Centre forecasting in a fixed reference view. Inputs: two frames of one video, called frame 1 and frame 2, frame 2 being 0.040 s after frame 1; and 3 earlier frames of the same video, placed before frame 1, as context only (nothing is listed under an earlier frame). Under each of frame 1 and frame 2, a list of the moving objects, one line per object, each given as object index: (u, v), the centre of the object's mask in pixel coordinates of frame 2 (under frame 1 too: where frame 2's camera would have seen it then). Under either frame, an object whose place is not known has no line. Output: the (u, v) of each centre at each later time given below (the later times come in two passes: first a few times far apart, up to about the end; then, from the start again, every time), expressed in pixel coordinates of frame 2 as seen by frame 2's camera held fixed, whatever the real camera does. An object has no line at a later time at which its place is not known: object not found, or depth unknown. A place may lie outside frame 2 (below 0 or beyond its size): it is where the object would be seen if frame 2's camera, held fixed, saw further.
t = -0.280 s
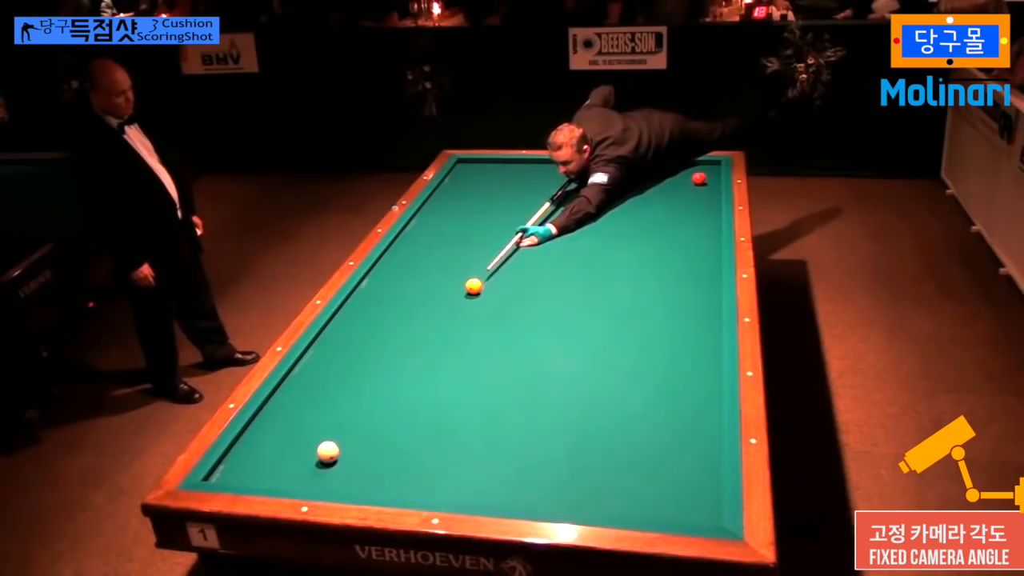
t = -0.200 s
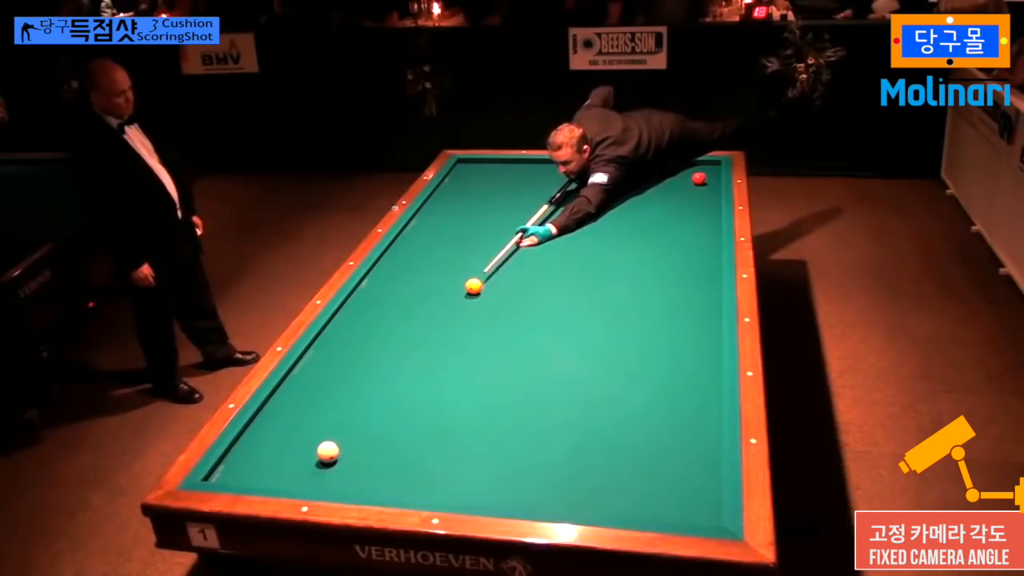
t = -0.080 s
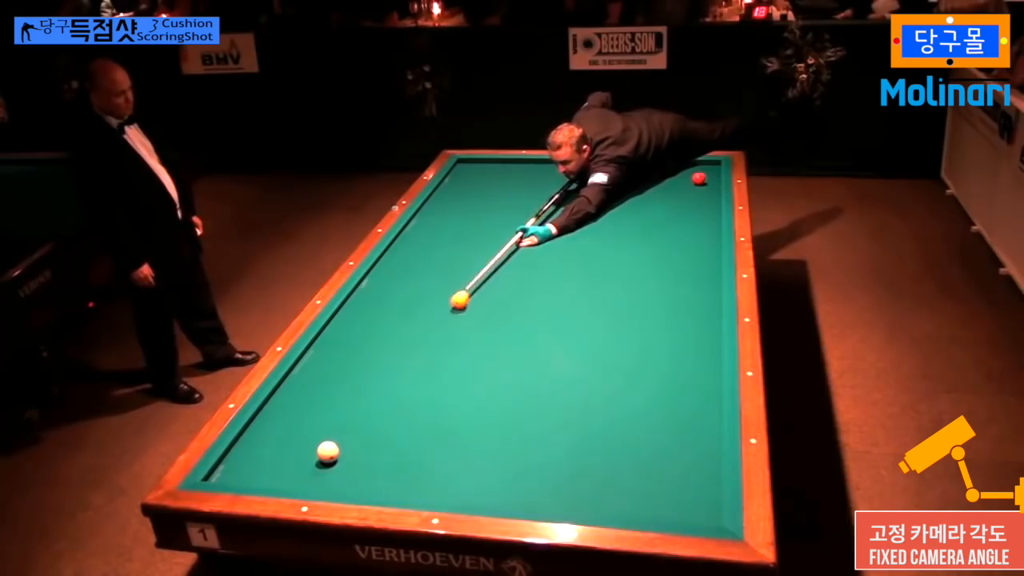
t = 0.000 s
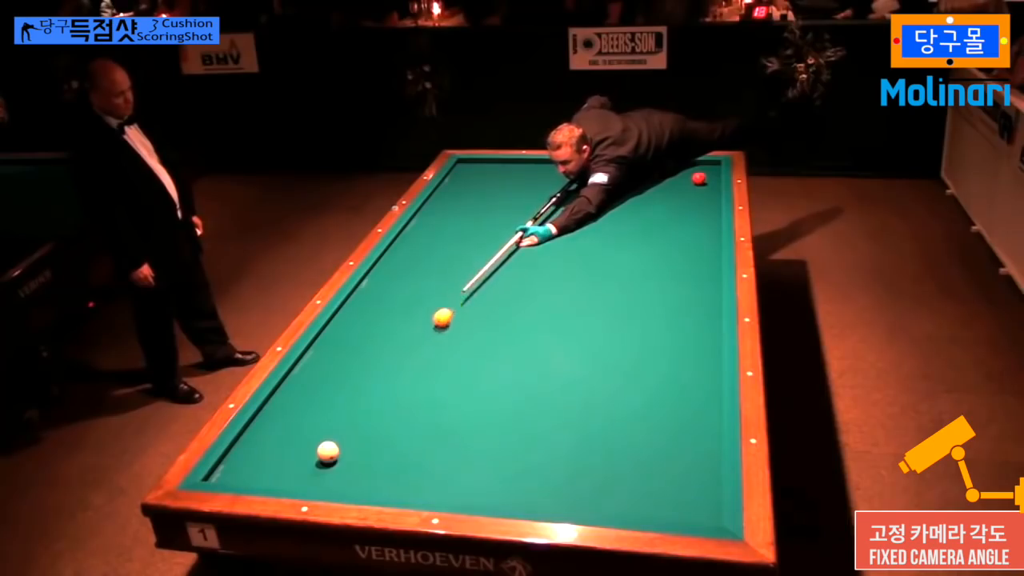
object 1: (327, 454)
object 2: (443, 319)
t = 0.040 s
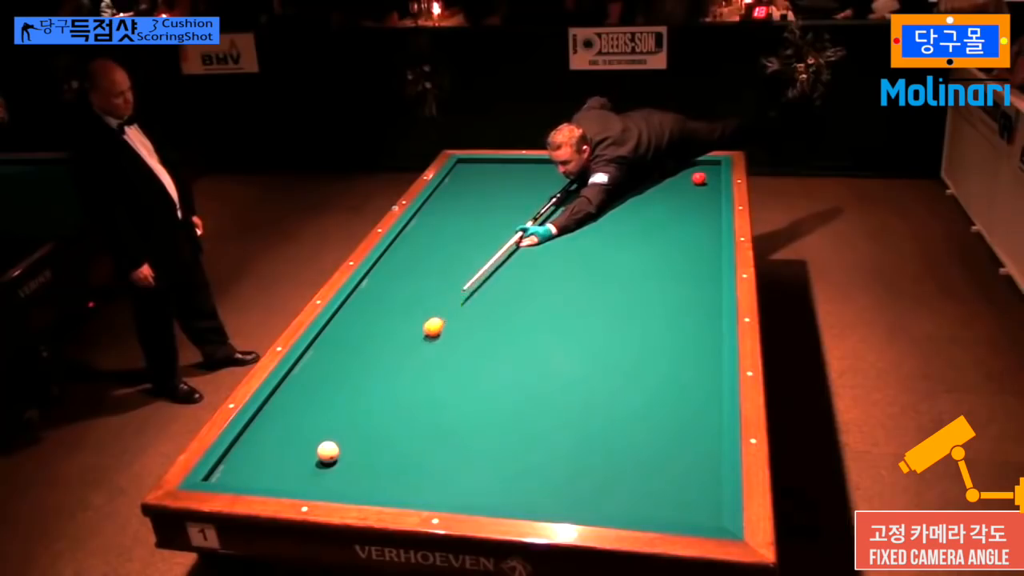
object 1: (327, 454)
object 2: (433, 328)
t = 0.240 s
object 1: (327, 454)
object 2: (381, 381)
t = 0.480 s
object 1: (332, 462)
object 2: (299, 451)
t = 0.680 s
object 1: (352, 485)
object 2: (233, 466)
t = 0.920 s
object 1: (385, 473)
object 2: (278, 432)
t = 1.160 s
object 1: (415, 461)
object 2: (325, 406)
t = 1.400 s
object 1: (444, 449)
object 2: (368, 383)
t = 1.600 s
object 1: (465, 440)
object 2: (402, 365)
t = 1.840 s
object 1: (490, 429)
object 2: (439, 345)
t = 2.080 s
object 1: (514, 419)
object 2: (473, 327)
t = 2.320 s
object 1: (536, 410)
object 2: (504, 310)
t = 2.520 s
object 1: (553, 402)
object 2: (528, 297)
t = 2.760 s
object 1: (573, 395)
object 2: (555, 283)
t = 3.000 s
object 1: (592, 386)
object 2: (581, 270)
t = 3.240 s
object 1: (610, 379)
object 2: (605, 257)
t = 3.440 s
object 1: (624, 373)
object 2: (623, 247)
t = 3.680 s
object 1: (640, 367)
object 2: (644, 237)
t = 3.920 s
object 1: (655, 360)
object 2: (664, 226)
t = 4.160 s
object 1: (668, 355)
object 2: (682, 216)
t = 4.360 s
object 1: (679, 350)
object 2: (696, 209)
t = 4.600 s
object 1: (691, 345)
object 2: (712, 200)
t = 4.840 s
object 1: (702, 341)
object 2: (709, 194)
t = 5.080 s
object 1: (713, 336)
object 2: (703, 188)
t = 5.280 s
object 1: (710, 333)
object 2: (698, 183)
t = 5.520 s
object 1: (705, 330)
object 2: (692, 182)
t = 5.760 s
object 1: (701, 327)
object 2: (686, 181)
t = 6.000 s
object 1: (697, 325)
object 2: (682, 180)
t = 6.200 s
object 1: (694, 323)
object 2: (678, 179)
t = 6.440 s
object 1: (692, 321)
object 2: (674, 178)
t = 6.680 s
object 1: (689, 319)
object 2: (671, 177)
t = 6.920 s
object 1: (688, 318)
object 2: (668, 176)
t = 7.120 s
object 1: (687, 317)
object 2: (665, 176)
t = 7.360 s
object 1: (686, 317)
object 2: (663, 175)
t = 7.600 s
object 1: (685, 317)
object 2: (661, 175)
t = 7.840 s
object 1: (685, 317)
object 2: (660, 174)
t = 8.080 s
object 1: (685, 317)
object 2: (659, 174)
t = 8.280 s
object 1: (685, 317)
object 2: (659, 174)
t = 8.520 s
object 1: (685, 317)
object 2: (658, 174)
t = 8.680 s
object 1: (685, 317)
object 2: (658, 174)
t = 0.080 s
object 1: (327, 454)
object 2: (423, 338)
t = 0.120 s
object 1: (327, 454)
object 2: (413, 348)
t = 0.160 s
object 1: (327, 454)
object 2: (403, 359)
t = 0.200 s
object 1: (327, 454)
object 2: (392, 370)
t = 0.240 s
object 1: (327, 454)
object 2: (381, 381)
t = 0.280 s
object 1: (327, 453)
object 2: (369, 393)
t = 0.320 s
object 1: (327, 453)
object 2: (357, 405)
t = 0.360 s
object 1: (327, 454)
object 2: (345, 418)
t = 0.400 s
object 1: (327, 454)
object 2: (332, 430)
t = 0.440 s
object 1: (329, 455)
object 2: (316, 442)
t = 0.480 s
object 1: (332, 462)
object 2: (299, 451)
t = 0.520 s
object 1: (337, 468)
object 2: (281, 458)
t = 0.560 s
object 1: (341, 475)
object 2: (263, 468)
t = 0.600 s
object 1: (345, 480)
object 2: (246, 474)
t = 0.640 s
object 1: (348, 484)
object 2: (236, 473)
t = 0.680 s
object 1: (352, 485)
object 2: (233, 466)
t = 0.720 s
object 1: (359, 483)
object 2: (231, 458)
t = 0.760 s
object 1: (364, 482)
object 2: (240, 452)
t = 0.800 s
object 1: (369, 480)
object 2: (251, 447)
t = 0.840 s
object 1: (375, 478)
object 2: (260, 442)
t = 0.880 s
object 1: (380, 475)
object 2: (269, 436)
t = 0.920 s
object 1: (385, 473)
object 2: (278, 432)
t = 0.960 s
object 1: (390, 471)
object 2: (286, 427)
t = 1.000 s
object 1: (395, 469)
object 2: (294, 423)
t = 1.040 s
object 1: (400, 467)
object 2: (302, 419)
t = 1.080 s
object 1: (405, 465)
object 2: (309, 415)
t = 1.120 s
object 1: (410, 463)
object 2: (317, 410)
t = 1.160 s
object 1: (415, 461)
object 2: (325, 406)
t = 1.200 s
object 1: (420, 459)
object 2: (332, 402)
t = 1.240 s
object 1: (425, 457)
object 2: (340, 398)
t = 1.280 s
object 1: (429, 455)
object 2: (347, 395)
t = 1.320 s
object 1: (434, 453)
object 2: (354, 391)
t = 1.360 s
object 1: (439, 451)
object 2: (361, 387)
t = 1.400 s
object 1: (444, 449)
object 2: (368, 383)
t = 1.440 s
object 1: (448, 447)
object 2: (375, 379)
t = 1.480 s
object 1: (452, 446)
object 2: (382, 375)
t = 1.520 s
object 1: (457, 443)
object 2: (389, 372)
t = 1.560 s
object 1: (461, 442)
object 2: (395, 369)
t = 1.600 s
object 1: (465, 440)
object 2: (402, 365)
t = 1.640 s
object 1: (470, 438)
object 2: (408, 362)
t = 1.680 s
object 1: (474, 436)
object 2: (414, 358)
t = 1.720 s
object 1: (478, 434)
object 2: (421, 355)
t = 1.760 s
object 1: (482, 433)
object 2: (427, 351)
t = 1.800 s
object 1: (487, 431)
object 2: (433, 348)
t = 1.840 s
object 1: (490, 429)
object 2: (439, 345)
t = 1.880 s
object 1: (495, 427)
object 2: (445, 342)
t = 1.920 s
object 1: (499, 426)
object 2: (450, 339)
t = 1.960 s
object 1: (503, 424)
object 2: (456, 336)
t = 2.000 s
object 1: (506, 422)
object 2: (462, 333)
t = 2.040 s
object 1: (510, 421)
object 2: (467, 330)
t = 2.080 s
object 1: (514, 419)
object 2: (473, 327)
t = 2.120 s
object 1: (518, 417)
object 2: (478, 324)
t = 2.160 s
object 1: (521, 416)
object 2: (483, 321)
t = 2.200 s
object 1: (525, 414)
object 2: (489, 319)
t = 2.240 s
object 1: (529, 413)
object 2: (494, 316)
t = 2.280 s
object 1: (533, 411)
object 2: (499, 313)
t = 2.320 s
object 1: (536, 410)
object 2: (504, 310)
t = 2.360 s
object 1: (540, 408)
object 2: (509, 308)
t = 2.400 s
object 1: (543, 407)
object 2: (514, 305)
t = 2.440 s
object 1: (547, 405)
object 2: (519, 303)
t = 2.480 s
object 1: (550, 404)
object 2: (524, 300)
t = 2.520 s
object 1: (553, 402)
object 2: (528, 297)
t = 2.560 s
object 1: (557, 401)
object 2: (533, 295)
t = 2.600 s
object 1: (560, 400)
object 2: (537, 293)
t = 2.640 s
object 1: (564, 398)
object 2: (542, 290)
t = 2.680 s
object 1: (567, 397)
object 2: (547, 288)
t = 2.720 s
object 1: (570, 395)
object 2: (551, 285)
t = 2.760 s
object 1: (573, 395)
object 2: (555, 283)
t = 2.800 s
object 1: (577, 393)
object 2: (560, 281)
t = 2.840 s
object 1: (580, 391)
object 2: (564, 278)
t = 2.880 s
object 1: (583, 390)
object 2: (568, 276)
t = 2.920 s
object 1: (586, 389)
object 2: (573, 274)
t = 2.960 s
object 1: (589, 388)
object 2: (577, 272)
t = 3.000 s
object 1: (592, 386)
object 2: (581, 270)
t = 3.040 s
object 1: (595, 386)
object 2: (585, 267)
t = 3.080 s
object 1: (598, 384)
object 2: (589, 265)
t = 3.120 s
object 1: (601, 383)
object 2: (593, 263)
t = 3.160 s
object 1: (604, 382)
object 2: (597, 261)
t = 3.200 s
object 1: (607, 381)
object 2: (601, 259)
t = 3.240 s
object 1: (610, 379)
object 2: (605, 257)
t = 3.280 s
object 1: (613, 378)
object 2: (608, 255)
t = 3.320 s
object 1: (616, 377)
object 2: (612, 253)
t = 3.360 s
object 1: (619, 375)
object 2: (616, 251)
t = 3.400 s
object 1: (621, 375)
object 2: (619, 249)
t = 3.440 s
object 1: (624, 373)
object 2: (623, 247)
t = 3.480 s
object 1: (627, 372)
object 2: (627, 246)
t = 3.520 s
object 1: (629, 371)
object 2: (630, 244)
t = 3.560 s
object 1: (632, 370)
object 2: (634, 242)
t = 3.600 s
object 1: (635, 369)
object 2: (637, 240)
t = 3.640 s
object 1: (637, 369)
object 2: (641, 238)
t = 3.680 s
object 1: (640, 367)
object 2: (644, 237)
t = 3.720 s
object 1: (643, 366)
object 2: (648, 235)
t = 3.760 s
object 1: (645, 365)
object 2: (651, 233)
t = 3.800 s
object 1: (647, 364)
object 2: (654, 231)
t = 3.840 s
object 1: (650, 362)
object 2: (657, 230)
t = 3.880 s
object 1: (652, 362)
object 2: (661, 228)
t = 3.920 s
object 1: (655, 360)
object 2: (664, 226)
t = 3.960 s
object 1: (657, 360)
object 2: (667, 224)
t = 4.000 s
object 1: (659, 359)
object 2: (670, 223)
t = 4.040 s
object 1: (661, 358)
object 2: (673, 221)
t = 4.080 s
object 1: (664, 357)
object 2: (676, 220)
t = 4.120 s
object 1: (666, 356)
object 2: (679, 218)
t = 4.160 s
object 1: (668, 355)
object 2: (682, 216)
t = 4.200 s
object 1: (670, 355)
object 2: (685, 215)
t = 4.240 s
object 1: (673, 353)
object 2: (688, 214)
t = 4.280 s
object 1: (675, 353)
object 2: (691, 212)
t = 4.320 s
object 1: (677, 352)
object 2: (694, 210)
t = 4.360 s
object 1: (679, 350)
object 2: (696, 209)
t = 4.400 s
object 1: (681, 350)
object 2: (699, 207)
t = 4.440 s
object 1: (683, 349)
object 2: (702, 206)
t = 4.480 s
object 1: (685, 348)
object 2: (705, 204)
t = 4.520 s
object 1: (687, 347)
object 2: (707, 203)
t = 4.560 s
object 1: (689, 347)
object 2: (710, 202)
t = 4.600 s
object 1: (691, 345)
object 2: (712, 200)
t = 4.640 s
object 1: (693, 345)
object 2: (714, 199)
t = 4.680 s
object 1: (695, 344)
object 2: (714, 198)
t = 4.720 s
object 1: (697, 343)
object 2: (712, 197)
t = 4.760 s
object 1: (699, 342)
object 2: (711, 195)
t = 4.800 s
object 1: (701, 342)
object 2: (710, 195)
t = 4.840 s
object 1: (702, 341)
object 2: (709, 194)
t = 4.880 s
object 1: (704, 340)
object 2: (708, 193)
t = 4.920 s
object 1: (706, 339)
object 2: (707, 192)
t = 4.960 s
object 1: (708, 339)
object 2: (706, 191)
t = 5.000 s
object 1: (710, 338)
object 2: (705, 190)
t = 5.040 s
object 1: (711, 337)
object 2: (704, 188)
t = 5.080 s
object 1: (713, 336)
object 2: (703, 188)
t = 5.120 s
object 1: (713, 336)
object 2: (702, 187)
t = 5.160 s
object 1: (712, 335)
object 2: (701, 186)
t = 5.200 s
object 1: (711, 334)
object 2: (700, 185)
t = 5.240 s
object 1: (711, 334)
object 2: (699, 184)
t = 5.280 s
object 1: (710, 333)
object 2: (698, 183)
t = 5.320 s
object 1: (709, 333)
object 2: (697, 183)
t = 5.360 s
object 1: (708, 332)
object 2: (696, 183)
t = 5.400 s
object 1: (708, 332)
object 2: (695, 183)
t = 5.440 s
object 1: (707, 331)
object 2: (694, 183)
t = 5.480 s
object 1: (706, 330)
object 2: (694, 182)
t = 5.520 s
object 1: (705, 330)
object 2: (692, 182)
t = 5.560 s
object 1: (704, 329)
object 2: (691, 182)
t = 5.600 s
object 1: (703, 329)
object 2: (690, 182)
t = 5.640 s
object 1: (703, 329)
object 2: (689, 181)
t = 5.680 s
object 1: (702, 328)
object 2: (688, 181)
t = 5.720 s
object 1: (702, 327)
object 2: (687, 181)
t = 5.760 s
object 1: (701, 327)
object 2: (686, 181)
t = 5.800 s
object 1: (700, 326)
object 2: (686, 180)
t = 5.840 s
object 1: (700, 326)
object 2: (685, 180)
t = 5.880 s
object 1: (699, 326)
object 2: (684, 180)
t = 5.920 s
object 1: (698, 325)
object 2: (683, 180)
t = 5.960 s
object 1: (698, 325)
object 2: (682, 180)
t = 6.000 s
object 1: (697, 325)
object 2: (682, 180)
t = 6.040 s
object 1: (696, 324)
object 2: (681, 179)
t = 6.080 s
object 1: (696, 324)
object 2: (680, 179)
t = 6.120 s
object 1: (695, 323)
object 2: (679, 179)
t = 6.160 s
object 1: (695, 323)
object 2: (679, 179)
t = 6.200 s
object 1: (694, 323)
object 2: (678, 179)
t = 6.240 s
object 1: (694, 322)
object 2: (677, 179)
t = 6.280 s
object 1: (693, 322)
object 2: (677, 179)
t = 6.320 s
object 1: (693, 322)
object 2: (676, 179)
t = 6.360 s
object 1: (692, 321)
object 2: (675, 179)
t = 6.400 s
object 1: (692, 321)
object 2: (675, 178)
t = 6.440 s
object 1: (692, 321)
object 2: (674, 178)
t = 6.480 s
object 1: (691, 321)
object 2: (673, 178)
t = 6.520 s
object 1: (691, 320)
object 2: (673, 178)
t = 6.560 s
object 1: (690, 320)
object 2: (672, 178)
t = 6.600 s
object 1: (690, 320)
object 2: (672, 178)
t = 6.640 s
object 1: (690, 320)
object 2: (671, 177)
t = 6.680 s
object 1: (689, 319)
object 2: (671, 177)
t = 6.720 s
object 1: (689, 319)
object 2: (670, 177)
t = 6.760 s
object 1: (689, 319)
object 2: (670, 177)
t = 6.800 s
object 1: (689, 319)
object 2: (669, 177)
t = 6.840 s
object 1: (688, 319)
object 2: (669, 177)
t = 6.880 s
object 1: (688, 318)
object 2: (668, 176)
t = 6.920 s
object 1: (688, 318)
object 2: (668, 176)
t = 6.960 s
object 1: (688, 318)
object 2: (667, 176)
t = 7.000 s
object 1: (687, 318)
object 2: (667, 176)
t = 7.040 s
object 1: (687, 318)
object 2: (666, 176)
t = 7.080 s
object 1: (687, 318)
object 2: (666, 176)
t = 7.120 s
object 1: (687, 317)
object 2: (665, 176)
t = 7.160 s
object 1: (686, 317)
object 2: (665, 176)
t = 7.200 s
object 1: (686, 317)
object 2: (665, 176)
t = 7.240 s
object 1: (686, 317)
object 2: (664, 176)
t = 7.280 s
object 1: (686, 317)
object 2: (664, 176)
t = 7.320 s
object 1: (686, 317)
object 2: (663, 176)
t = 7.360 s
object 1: (686, 317)
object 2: (663, 175)
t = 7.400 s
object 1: (686, 317)
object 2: (663, 175)
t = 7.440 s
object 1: (685, 317)
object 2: (662, 175)
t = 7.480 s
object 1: (686, 317)
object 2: (662, 175)
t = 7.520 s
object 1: (686, 317)
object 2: (662, 175)
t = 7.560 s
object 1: (685, 317)
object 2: (662, 175)
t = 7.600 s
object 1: (685, 317)
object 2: (661, 175)
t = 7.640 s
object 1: (685, 317)
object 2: (661, 175)
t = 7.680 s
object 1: (685, 317)
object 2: (661, 175)
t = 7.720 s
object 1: (685, 317)
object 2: (661, 175)
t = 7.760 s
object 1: (685, 317)
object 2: (660, 175)
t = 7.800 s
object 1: (685, 317)
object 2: (660, 175)
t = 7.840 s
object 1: (685, 317)
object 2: (660, 174)
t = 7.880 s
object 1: (685, 317)
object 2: (660, 174)
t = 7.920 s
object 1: (685, 317)
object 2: (660, 174)
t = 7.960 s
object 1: (685, 317)
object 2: (660, 174)
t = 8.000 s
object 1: (685, 317)
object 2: (659, 174)
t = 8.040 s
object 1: (685, 317)
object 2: (659, 174)
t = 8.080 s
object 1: (685, 317)
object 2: (659, 174)
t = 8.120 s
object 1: (685, 317)
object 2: (659, 174)
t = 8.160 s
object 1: (685, 317)
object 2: (659, 174)
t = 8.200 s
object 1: (685, 317)
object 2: (659, 174)
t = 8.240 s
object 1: (685, 317)
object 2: (659, 174)
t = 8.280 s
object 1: (685, 317)
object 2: (659, 174)
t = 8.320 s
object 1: (685, 317)
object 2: (658, 174)
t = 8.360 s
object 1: (685, 317)
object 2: (658, 174)
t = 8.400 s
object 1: (685, 317)
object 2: (658, 174)
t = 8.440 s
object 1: (685, 317)
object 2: (658, 174)
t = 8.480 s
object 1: (685, 317)
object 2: (658, 174)
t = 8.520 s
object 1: (685, 317)
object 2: (658, 174)
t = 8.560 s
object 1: (685, 317)
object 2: (658, 174)
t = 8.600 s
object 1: (685, 317)
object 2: (658, 174)
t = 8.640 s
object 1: (685, 317)
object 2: (658, 174)
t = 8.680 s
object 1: (685, 317)
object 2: (658, 174)
